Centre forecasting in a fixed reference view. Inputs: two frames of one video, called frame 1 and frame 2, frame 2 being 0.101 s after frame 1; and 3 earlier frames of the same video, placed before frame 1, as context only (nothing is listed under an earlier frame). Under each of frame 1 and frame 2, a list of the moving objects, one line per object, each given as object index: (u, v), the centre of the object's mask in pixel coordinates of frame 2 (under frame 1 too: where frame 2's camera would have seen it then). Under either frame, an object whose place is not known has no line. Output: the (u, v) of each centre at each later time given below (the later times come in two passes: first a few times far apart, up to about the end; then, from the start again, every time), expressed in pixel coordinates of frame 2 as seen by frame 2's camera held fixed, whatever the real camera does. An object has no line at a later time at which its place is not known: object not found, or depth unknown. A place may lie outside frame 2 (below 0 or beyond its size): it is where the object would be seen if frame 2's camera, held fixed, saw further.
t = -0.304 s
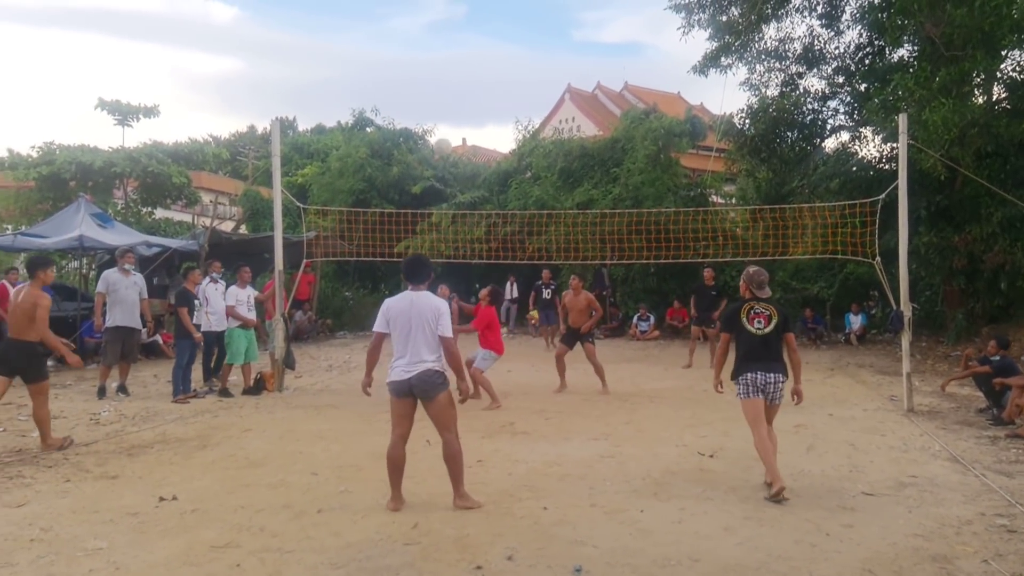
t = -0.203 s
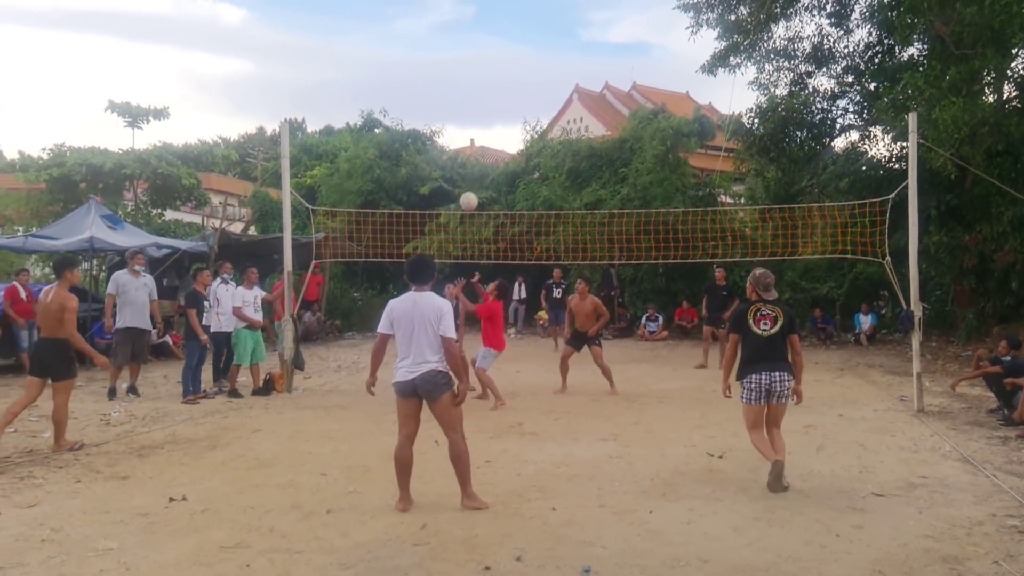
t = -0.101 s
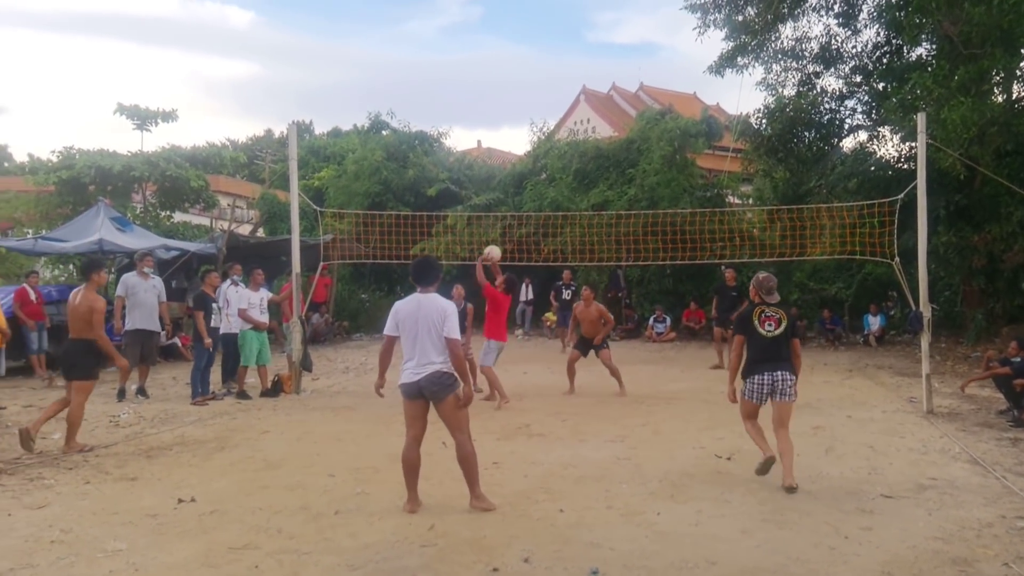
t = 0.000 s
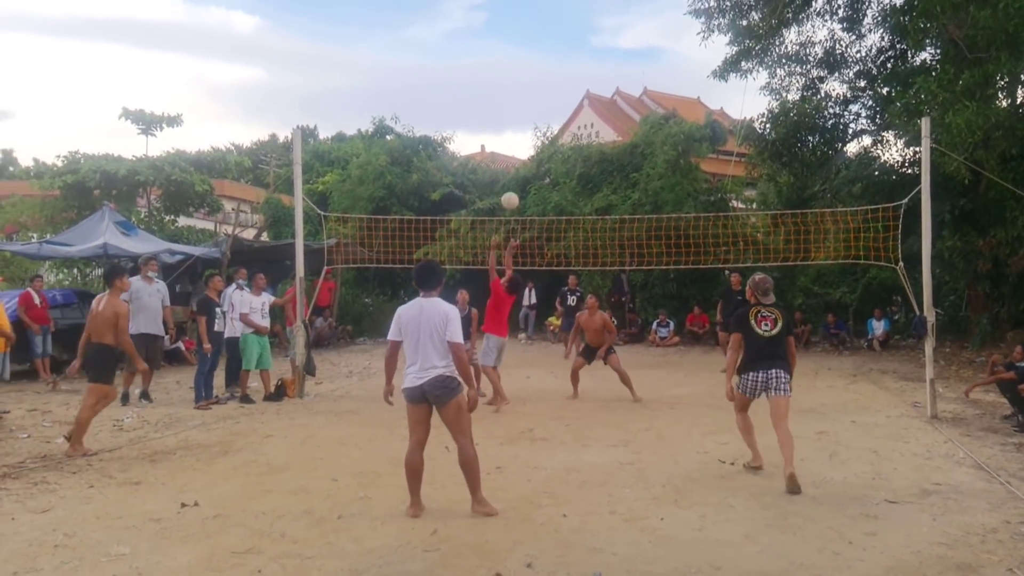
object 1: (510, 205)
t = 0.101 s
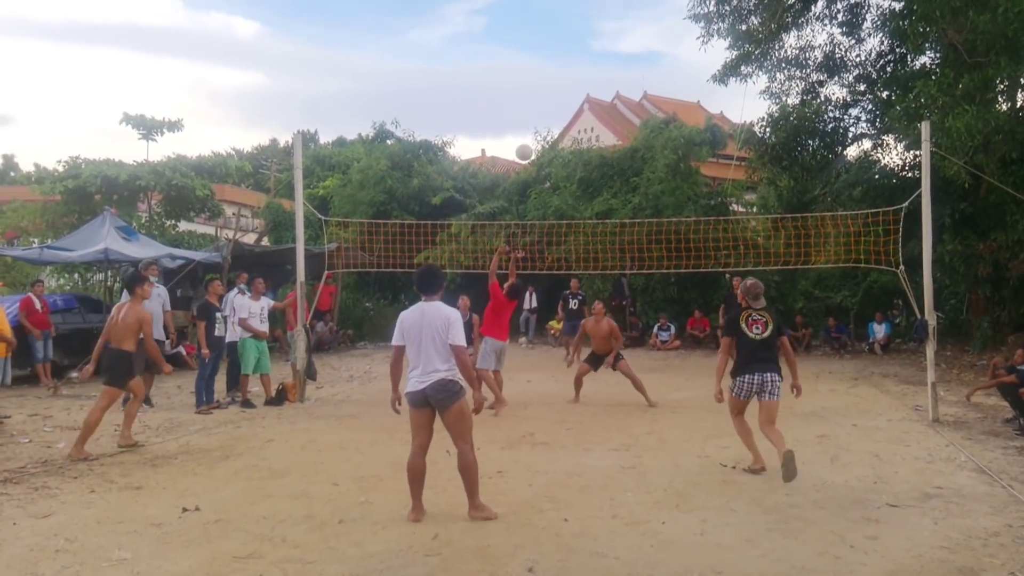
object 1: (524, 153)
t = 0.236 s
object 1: (542, 94)
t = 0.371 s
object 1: (560, 52)
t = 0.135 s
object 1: (528, 137)
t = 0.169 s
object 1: (533, 122)
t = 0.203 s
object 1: (537, 108)
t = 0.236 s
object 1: (542, 94)
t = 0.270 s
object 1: (546, 82)
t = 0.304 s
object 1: (551, 71)
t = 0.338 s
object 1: (555, 61)
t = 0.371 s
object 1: (560, 52)
